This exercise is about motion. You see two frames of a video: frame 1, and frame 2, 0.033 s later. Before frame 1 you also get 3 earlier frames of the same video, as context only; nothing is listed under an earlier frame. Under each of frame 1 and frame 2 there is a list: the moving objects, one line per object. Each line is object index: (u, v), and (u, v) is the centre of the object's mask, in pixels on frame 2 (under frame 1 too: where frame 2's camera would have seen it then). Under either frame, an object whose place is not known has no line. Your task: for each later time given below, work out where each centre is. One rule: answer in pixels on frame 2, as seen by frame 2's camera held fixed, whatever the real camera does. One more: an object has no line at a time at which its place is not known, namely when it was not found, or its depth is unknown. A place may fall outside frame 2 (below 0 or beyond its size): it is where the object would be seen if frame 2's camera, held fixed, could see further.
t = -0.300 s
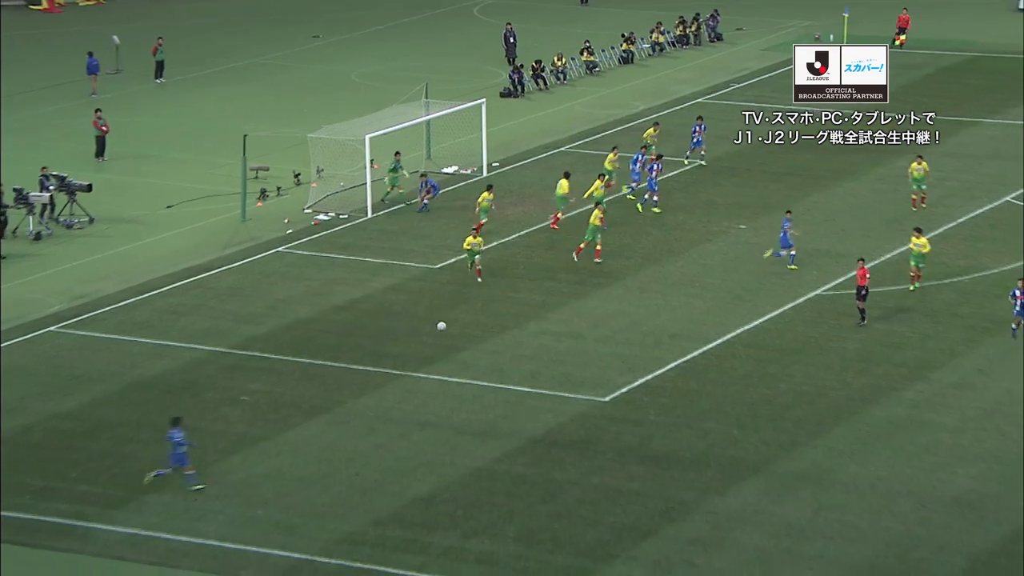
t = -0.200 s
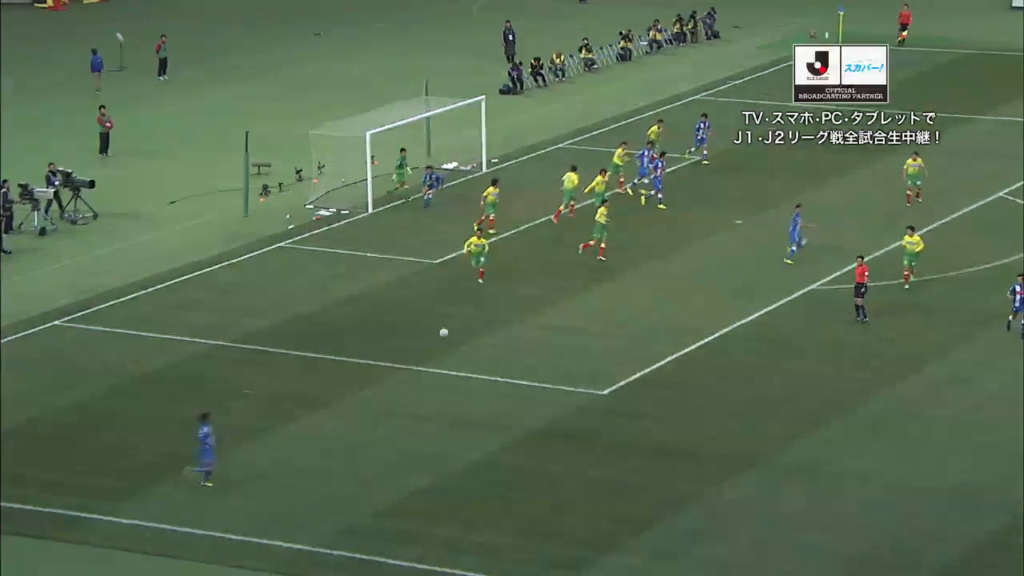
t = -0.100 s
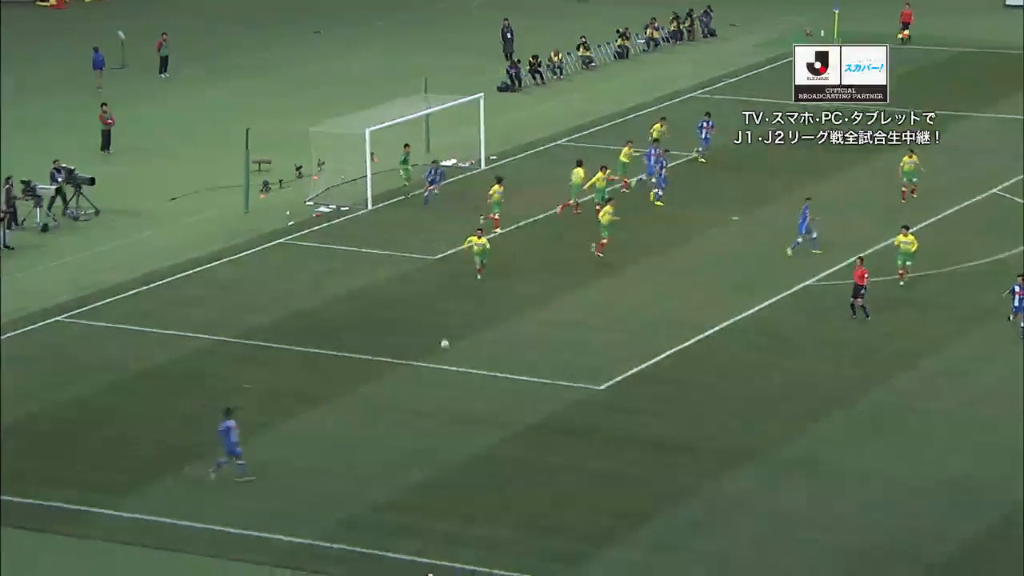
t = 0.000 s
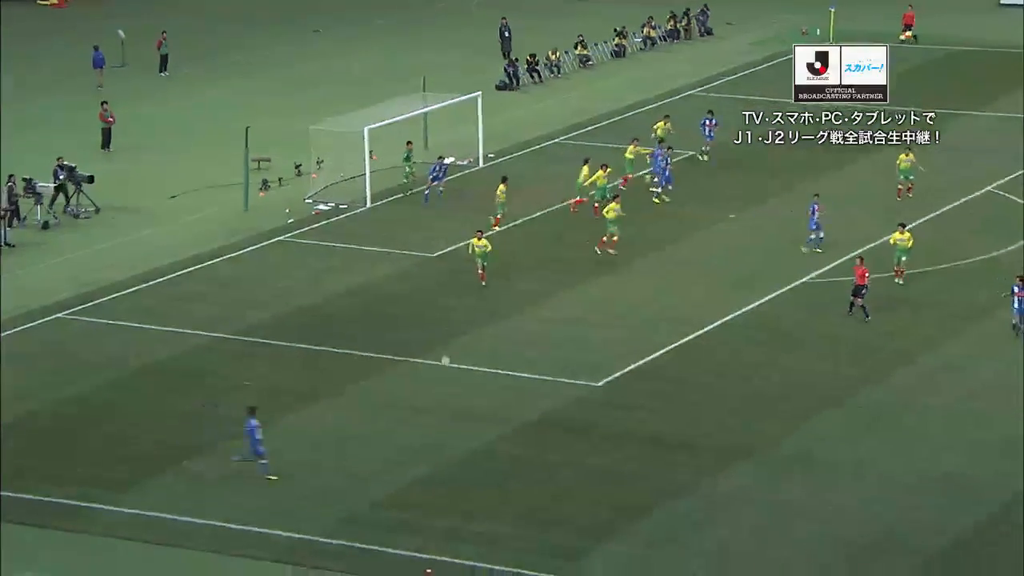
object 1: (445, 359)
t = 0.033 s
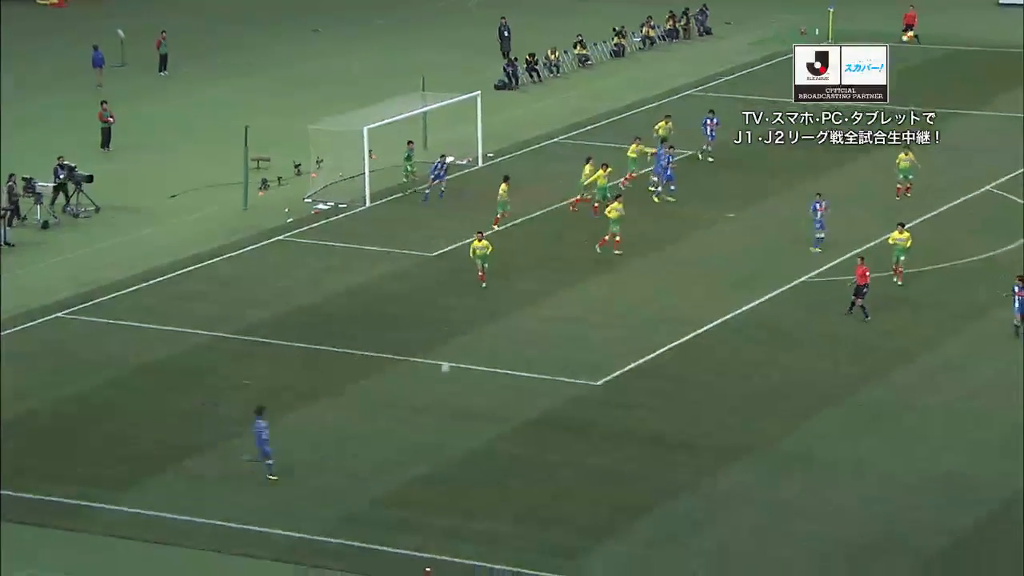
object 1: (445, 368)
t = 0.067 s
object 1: (445, 375)
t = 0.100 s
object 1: (446, 383)
